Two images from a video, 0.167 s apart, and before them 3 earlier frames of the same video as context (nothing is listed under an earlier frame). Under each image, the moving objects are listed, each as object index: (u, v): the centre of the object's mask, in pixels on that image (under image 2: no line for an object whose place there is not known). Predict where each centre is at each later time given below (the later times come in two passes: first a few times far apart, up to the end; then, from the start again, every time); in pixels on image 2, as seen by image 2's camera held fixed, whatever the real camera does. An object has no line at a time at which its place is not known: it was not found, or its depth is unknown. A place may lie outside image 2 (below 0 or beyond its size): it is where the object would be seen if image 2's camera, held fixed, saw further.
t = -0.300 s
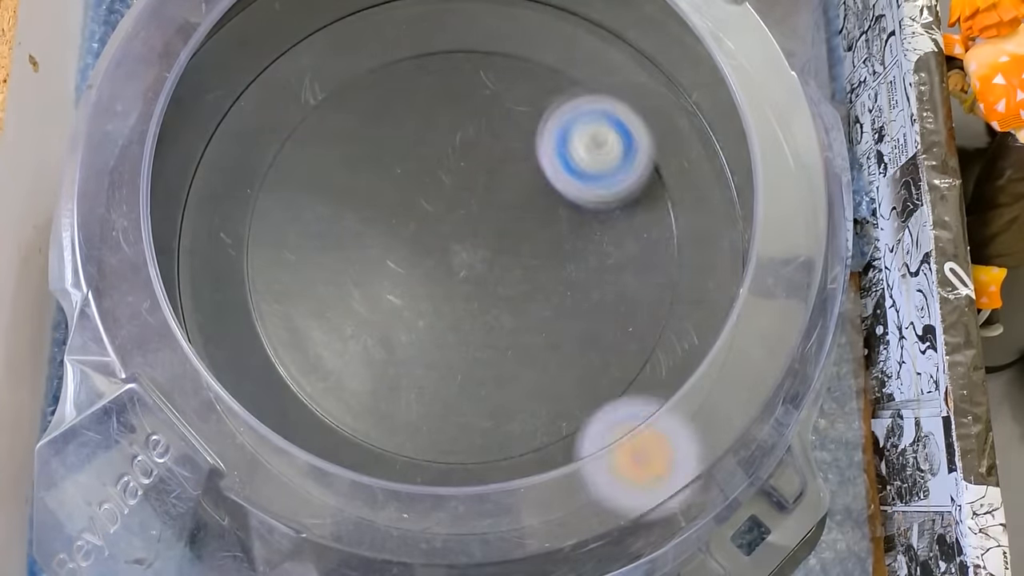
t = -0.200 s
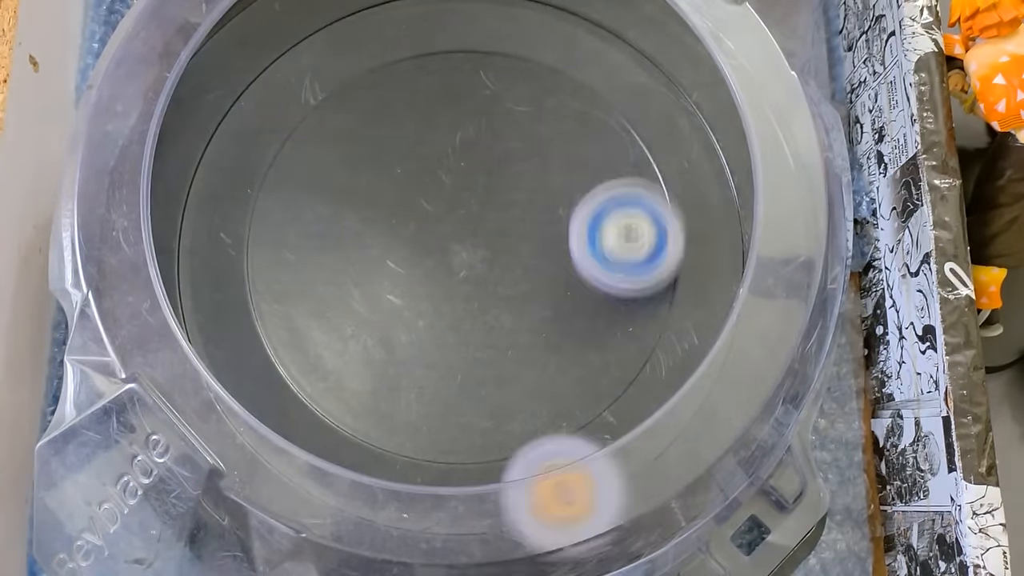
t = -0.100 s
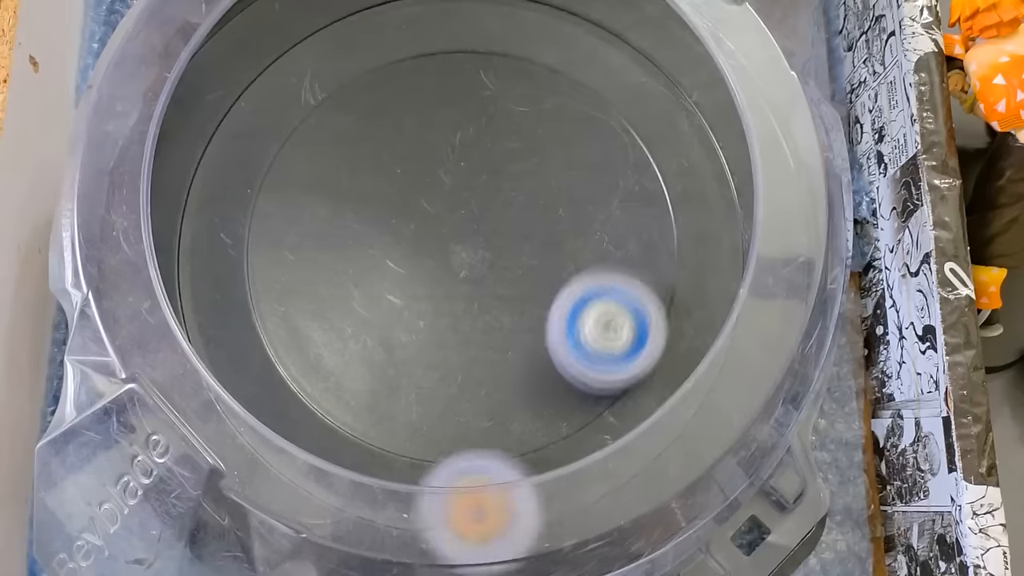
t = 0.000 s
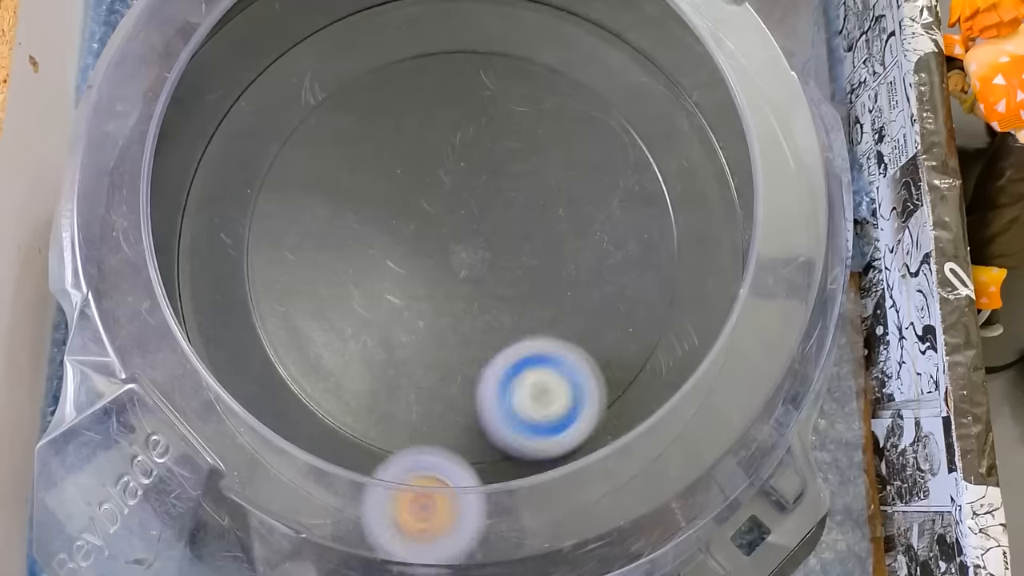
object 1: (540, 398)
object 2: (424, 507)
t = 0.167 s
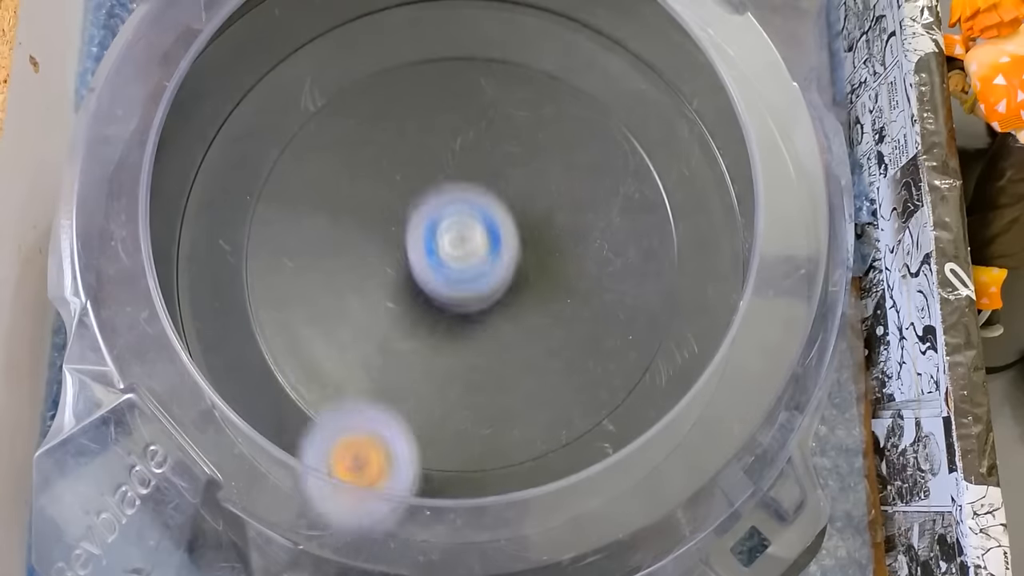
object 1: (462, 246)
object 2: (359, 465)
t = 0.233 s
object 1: (451, 173)
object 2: (342, 387)
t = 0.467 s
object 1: (547, 114)
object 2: (408, 82)
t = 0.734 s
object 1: (592, 277)
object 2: (590, 32)
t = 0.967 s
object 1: (419, 327)
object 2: (653, 71)
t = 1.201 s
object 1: (347, 184)
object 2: (626, 63)
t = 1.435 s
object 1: (471, 119)
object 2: (583, 70)
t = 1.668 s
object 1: (478, 275)
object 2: (605, 72)
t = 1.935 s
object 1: (320, 303)
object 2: (576, 205)
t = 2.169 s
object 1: (343, 198)
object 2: (390, 329)
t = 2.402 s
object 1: (499, 237)
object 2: (291, 159)
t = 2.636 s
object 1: (513, 376)
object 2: (454, 86)
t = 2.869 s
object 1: (397, 394)
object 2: (573, 272)
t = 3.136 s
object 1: (430, 227)
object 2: (379, 407)
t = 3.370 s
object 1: (577, 203)
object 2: (287, 256)
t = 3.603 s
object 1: (627, 303)
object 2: (472, 144)
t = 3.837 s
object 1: (484, 324)
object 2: (605, 276)
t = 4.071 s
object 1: (407, 192)
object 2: (499, 402)
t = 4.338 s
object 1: (498, 83)
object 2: (369, 238)
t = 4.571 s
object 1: (609, 171)
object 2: (438, 164)
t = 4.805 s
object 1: (562, 311)
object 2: (476, 204)
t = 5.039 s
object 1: (416, 365)
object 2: (411, 208)
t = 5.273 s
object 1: (310, 277)
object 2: (423, 167)
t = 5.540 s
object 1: (386, 158)
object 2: (462, 250)
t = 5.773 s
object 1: (523, 189)
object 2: (407, 297)
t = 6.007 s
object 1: (559, 312)
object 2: (387, 256)
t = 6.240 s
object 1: (458, 370)
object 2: (483, 258)
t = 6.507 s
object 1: (368, 269)
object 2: (503, 315)
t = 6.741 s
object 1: (451, 174)
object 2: (452, 281)
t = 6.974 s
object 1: (566, 165)
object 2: (491, 245)
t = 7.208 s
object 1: (623, 236)
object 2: (475, 278)
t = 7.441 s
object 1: (529, 301)
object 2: (412, 247)
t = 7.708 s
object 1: (433, 286)
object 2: (362, 161)
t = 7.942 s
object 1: (448, 214)
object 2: (381, 101)
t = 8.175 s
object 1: (517, 255)
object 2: (444, 143)
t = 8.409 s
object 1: (486, 351)
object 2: (460, 238)
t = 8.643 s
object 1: (417, 372)
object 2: (418, 246)
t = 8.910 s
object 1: (439, 319)
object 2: (418, 198)
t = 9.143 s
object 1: (518, 329)
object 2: (467, 148)
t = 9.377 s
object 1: (566, 317)
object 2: (510, 215)
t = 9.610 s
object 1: (624, 351)
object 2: (422, 246)
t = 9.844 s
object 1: (565, 323)
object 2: (397, 259)
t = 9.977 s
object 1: (519, 291)
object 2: (399, 265)
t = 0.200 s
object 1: (454, 205)
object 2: (352, 424)
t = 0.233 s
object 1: (451, 173)
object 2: (342, 387)
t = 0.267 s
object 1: (452, 147)
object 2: (336, 346)
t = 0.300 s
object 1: (458, 128)
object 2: (332, 297)
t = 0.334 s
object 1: (469, 116)
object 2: (334, 249)
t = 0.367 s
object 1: (484, 109)
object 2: (342, 200)
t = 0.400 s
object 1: (503, 106)
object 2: (358, 155)
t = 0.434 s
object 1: (525, 108)
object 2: (380, 115)
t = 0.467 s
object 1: (547, 114)
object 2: (408, 82)
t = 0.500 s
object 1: (567, 125)
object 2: (437, 55)
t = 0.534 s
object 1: (586, 139)
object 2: (469, 41)
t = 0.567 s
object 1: (601, 158)
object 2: (499, 33)
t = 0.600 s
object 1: (610, 179)
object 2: (521, 26)
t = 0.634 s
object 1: (613, 204)
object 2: (539, 20)
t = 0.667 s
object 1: (611, 229)
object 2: (557, 20)
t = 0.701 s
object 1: (604, 254)
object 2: (573, 26)
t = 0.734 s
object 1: (592, 277)
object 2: (590, 32)
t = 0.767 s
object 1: (574, 298)
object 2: (605, 38)
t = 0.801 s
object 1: (551, 315)
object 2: (617, 41)
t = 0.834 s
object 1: (527, 329)
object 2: (626, 43)
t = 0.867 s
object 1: (500, 336)
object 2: (635, 48)
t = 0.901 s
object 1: (472, 339)
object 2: (643, 57)
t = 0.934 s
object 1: (445, 336)
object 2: (650, 67)
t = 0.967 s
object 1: (419, 327)
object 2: (653, 71)
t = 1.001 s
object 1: (395, 313)
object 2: (653, 71)
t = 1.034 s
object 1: (376, 296)
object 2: (650, 70)
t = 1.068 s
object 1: (361, 275)
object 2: (646, 68)
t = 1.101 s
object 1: (350, 253)
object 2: (641, 66)
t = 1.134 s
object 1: (344, 231)
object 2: (636, 65)
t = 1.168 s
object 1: (343, 207)
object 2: (631, 64)
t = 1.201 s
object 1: (347, 184)
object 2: (626, 63)
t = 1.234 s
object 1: (353, 163)
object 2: (620, 63)
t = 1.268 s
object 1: (365, 143)
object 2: (614, 63)
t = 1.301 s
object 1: (382, 128)
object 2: (608, 63)
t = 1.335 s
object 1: (402, 118)
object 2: (602, 64)
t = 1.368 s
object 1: (424, 113)
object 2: (595, 65)
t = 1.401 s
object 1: (449, 113)
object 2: (589, 67)
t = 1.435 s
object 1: (471, 119)
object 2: (583, 70)
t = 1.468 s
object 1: (484, 137)
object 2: (591, 69)
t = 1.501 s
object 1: (490, 162)
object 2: (604, 67)
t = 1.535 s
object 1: (497, 186)
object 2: (610, 66)
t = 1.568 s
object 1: (499, 211)
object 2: (610, 67)
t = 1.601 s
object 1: (497, 234)
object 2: (609, 68)
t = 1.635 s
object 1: (490, 257)
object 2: (607, 70)
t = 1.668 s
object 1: (478, 275)
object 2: (605, 72)
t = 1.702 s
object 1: (462, 293)
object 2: (602, 74)
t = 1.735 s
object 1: (443, 306)
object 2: (598, 78)
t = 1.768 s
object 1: (423, 315)
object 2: (596, 85)
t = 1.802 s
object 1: (401, 320)
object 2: (594, 100)
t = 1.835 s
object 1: (378, 321)
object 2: (590, 121)
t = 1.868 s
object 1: (359, 319)
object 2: (586, 145)
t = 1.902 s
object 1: (338, 312)
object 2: (584, 173)
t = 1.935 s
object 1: (320, 303)
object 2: (576, 205)
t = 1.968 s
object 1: (305, 290)
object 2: (565, 238)
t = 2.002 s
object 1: (294, 273)
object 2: (549, 271)
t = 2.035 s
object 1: (290, 254)
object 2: (524, 299)
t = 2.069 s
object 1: (294, 237)
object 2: (494, 320)
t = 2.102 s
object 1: (305, 221)
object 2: (461, 331)
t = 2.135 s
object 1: (323, 207)
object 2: (423, 334)
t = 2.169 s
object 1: (343, 198)
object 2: (390, 329)
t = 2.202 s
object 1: (367, 191)
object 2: (360, 315)
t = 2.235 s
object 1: (390, 191)
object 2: (332, 295)
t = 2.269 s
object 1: (414, 192)
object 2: (313, 271)
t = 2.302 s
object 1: (439, 198)
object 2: (298, 244)
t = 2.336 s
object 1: (462, 207)
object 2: (289, 215)
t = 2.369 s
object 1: (481, 221)
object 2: (287, 188)
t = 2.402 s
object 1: (499, 237)
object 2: (291, 159)
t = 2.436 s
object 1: (512, 256)
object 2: (300, 136)
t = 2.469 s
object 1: (522, 274)
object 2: (316, 116)
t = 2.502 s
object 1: (528, 296)
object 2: (339, 97)
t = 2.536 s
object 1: (530, 318)
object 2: (363, 86)
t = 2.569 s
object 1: (528, 339)
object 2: (391, 81)
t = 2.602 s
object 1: (521, 358)
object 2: (424, 81)
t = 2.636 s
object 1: (513, 376)
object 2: (454, 86)
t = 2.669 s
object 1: (502, 391)
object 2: (483, 99)
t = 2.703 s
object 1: (489, 406)
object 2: (511, 119)
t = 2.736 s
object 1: (471, 416)
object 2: (537, 143)
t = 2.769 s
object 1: (451, 420)
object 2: (558, 173)
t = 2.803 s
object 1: (432, 417)
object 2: (571, 205)
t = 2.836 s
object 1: (413, 409)
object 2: (576, 239)
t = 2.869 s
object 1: (397, 394)
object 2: (573, 272)
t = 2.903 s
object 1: (386, 376)
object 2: (564, 305)
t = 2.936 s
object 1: (381, 353)
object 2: (549, 337)
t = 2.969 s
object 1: (378, 330)
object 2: (528, 361)
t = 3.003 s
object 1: (382, 309)
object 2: (503, 381)
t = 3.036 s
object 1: (389, 286)
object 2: (473, 396)
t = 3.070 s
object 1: (398, 265)
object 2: (442, 406)
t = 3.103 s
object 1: (413, 245)
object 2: (411, 409)
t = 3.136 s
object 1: (430, 227)
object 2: (379, 407)
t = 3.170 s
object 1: (450, 214)
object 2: (351, 398)
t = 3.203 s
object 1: (470, 203)
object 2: (327, 384)
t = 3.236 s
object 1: (494, 197)
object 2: (307, 365)
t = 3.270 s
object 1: (515, 192)
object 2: (293, 340)
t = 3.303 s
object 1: (539, 193)
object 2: (284, 314)
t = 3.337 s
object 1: (560, 197)
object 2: (281, 285)
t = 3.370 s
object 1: (577, 203)
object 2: (287, 256)
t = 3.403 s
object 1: (595, 210)
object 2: (299, 229)
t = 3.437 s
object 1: (611, 222)
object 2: (319, 201)
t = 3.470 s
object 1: (624, 235)
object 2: (345, 178)
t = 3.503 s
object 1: (633, 249)
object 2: (374, 160)
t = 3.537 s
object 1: (638, 266)
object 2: (405, 149)
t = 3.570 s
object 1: (636, 285)
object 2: (438, 143)
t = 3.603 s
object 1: (627, 303)
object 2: (472, 144)
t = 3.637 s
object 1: (614, 317)
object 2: (505, 151)
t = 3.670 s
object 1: (597, 329)
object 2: (532, 162)
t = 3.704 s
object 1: (576, 336)
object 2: (556, 177)
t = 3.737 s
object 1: (553, 339)
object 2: (574, 199)
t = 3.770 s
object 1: (529, 338)
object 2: (588, 222)
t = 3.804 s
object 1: (506, 333)
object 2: (598, 247)
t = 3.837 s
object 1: (484, 324)
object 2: (605, 276)
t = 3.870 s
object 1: (463, 313)
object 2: (606, 306)
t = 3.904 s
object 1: (444, 298)
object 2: (601, 331)
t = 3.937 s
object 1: (429, 279)
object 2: (591, 354)
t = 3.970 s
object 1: (417, 258)
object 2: (573, 376)
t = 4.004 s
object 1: (410, 238)
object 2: (552, 391)
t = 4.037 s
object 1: (407, 215)
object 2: (527, 400)
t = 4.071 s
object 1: (407, 192)
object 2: (499, 402)
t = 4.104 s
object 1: (411, 173)
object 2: (469, 400)
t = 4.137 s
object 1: (418, 152)
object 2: (441, 390)
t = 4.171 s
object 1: (426, 134)
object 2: (414, 374)
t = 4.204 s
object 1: (438, 119)
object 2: (392, 351)
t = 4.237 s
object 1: (450, 105)
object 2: (375, 324)
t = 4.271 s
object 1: (464, 93)
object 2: (365, 295)
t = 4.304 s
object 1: (480, 86)
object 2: (363, 267)
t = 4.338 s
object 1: (498, 83)
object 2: (369, 238)
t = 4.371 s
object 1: (513, 86)
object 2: (379, 212)
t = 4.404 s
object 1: (529, 95)
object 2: (394, 190)
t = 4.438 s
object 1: (541, 108)
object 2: (413, 171)
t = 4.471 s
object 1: (550, 125)
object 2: (435, 157)
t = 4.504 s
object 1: (567, 141)
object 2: (444, 151)
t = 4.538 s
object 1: (593, 154)
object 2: (438, 156)
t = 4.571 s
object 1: (609, 171)
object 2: (438, 164)
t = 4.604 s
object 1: (616, 191)
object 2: (441, 170)
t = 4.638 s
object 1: (615, 213)
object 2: (446, 176)
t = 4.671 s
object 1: (612, 234)
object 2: (454, 180)
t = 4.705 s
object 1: (604, 255)
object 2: (460, 182)
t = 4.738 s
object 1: (593, 274)
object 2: (467, 187)
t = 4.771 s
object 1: (578, 295)
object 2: (473, 194)
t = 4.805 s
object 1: (562, 311)
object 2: (476, 204)
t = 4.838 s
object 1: (544, 325)
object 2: (477, 216)
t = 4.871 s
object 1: (523, 337)
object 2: (474, 228)
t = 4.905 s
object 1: (500, 346)
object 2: (467, 238)
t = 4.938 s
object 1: (481, 357)
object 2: (452, 237)
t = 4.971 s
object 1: (460, 365)
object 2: (434, 228)
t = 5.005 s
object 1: (438, 368)
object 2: (420, 218)
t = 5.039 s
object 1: (416, 365)
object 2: (411, 208)
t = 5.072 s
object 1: (394, 360)
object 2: (406, 198)
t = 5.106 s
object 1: (373, 353)
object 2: (405, 190)
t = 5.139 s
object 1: (356, 342)
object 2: (406, 183)
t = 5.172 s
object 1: (339, 328)
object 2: (408, 176)
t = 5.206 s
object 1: (326, 312)
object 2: (412, 170)
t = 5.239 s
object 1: (316, 295)
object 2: (417, 168)
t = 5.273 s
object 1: (310, 277)
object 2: (423, 167)
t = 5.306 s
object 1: (307, 258)
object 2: (431, 167)
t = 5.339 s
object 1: (308, 239)
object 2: (440, 171)
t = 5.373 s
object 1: (314, 220)
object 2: (449, 178)
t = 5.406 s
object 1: (322, 203)
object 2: (456, 188)
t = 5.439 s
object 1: (335, 188)
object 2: (462, 202)
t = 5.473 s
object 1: (351, 175)
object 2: (466, 217)
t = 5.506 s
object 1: (366, 165)
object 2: (466, 234)
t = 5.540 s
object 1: (386, 158)
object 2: (462, 250)
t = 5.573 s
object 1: (406, 153)
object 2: (458, 264)
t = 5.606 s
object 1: (426, 154)
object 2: (448, 277)
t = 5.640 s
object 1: (448, 156)
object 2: (440, 286)
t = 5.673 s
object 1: (468, 160)
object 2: (432, 293)
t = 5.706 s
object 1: (488, 167)
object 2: (422, 296)
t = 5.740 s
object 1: (507, 177)
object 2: (414, 298)
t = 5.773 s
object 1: (523, 189)
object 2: (407, 297)
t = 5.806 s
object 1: (537, 205)
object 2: (400, 293)
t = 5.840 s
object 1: (549, 220)
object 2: (392, 290)
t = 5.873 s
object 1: (557, 237)
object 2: (385, 284)
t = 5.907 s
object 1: (563, 256)
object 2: (381, 279)
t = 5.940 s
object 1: (565, 274)
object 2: (380, 271)
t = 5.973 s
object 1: (563, 293)
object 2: (382, 264)
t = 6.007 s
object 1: (559, 312)
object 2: (387, 256)
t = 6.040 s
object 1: (554, 328)
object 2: (397, 249)
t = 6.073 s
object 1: (543, 342)
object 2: (410, 243)
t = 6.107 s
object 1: (529, 355)
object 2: (425, 240)
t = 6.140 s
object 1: (514, 363)
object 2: (439, 241)
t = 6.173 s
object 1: (495, 369)
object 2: (456, 244)
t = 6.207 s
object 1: (476, 371)
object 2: (470, 250)
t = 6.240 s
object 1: (458, 370)
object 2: (483, 258)
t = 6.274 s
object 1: (440, 364)
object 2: (493, 266)
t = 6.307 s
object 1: (421, 360)
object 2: (504, 272)
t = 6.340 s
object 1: (405, 351)
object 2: (509, 278)
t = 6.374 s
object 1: (390, 339)
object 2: (513, 285)
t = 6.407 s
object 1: (378, 322)
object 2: (514, 293)
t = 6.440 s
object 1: (371, 306)
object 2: (514, 301)
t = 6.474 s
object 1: (367, 289)
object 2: (510, 307)
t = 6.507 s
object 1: (368, 269)
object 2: (503, 315)
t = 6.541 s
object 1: (371, 250)
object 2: (496, 319)
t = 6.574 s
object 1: (377, 233)
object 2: (488, 320)
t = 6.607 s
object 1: (388, 216)
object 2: (479, 319)
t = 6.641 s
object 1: (401, 202)
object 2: (469, 313)
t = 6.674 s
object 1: (416, 191)
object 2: (461, 306)
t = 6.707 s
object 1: (434, 182)
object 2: (454, 293)
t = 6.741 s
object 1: (451, 174)
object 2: (452, 281)
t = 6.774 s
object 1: (466, 163)
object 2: (454, 275)
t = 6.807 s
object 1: (482, 157)
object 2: (457, 269)
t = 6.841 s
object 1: (501, 154)
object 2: (461, 263)
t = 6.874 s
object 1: (519, 153)
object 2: (467, 257)
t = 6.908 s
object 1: (535, 155)
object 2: (475, 252)
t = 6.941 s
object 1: (551, 159)
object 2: (483, 248)
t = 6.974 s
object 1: (566, 165)
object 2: (491, 245)
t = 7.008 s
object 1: (584, 166)
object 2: (492, 254)
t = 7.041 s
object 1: (598, 170)
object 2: (492, 261)
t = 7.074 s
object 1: (609, 179)
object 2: (491, 266)
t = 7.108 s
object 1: (618, 190)
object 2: (488, 271)
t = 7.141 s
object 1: (624, 204)
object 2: (484, 275)
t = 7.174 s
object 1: (626, 219)
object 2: (480, 277)
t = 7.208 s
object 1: (623, 236)
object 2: (475, 278)
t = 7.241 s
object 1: (615, 250)
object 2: (468, 278)
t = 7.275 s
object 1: (604, 263)
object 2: (462, 276)
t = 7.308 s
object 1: (589, 275)
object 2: (456, 273)
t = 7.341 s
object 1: (572, 285)
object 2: (452, 267)
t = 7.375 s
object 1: (555, 293)
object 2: (447, 260)
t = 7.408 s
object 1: (543, 299)
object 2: (428, 254)
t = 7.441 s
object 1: (529, 301)
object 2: (412, 247)
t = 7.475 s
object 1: (512, 302)
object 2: (400, 240)
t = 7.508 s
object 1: (493, 301)
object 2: (394, 231)
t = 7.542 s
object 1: (478, 299)
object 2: (388, 221)
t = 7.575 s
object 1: (476, 303)
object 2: (375, 203)
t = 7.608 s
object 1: (470, 303)
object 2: (367, 190)
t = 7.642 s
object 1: (459, 300)
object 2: (363, 179)
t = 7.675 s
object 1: (446, 295)
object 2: (362, 170)
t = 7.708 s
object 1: (433, 286)
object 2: (362, 161)
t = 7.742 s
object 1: (423, 275)
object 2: (363, 153)
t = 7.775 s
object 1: (417, 263)
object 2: (366, 145)
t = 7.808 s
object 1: (413, 247)
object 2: (370, 138)
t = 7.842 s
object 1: (416, 235)
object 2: (372, 129)
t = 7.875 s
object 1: (425, 229)
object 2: (372, 115)
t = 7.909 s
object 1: (436, 220)
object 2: (376, 106)
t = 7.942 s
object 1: (448, 214)
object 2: (381, 101)
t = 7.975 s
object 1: (461, 211)
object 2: (388, 99)
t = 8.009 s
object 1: (474, 212)
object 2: (395, 99)
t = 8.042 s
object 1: (488, 215)
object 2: (404, 102)
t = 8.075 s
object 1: (499, 222)
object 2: (414, 108)
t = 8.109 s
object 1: (508, 231)
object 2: (424, 117)
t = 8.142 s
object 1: (515, 243)
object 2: (434, 129)
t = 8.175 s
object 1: (517, 255)
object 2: (444, 143)
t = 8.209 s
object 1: (516, 268)
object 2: (455, 161)
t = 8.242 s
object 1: (512, 280)
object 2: (464, 178)
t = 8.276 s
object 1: (510, 297)
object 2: (468, 193)
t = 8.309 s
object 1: (507, 314)
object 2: (468, 206)
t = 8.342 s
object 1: (501, 327)
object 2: (468, 220)
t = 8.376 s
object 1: (493, 338)
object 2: (467, 234)
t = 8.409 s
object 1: (486, 351)
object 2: (460, 238)
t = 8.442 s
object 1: (480, 367)
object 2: (452, 236)
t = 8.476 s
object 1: (471, 376)
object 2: (444, 237)
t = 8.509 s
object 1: (461, 383)
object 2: (438, 240)
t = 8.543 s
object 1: (449, 387)
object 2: (432, 242)
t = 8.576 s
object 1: (437, 386)
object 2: (426, 244)
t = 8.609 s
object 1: (426, 381)
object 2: (422, 245)
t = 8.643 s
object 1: (417, 372)
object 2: (418, 246)
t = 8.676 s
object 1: (409, 361)
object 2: (415, 246)
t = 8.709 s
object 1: (406, 354)
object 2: (412, 241)
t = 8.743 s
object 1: (405, 349)
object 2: (411, 234)
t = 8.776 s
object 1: (405, 342)
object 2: (410, 230)
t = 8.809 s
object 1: (409, 336)
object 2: (410, 224)
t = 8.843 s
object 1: (416, 328)
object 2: (413, 218)
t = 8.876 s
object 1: (426, 321)
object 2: (418, 212)
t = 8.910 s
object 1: (439, 319)
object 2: (418, 198)
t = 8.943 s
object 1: (455, 322)
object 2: (421, 178)
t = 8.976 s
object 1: (468, 323)
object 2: (427, 167)
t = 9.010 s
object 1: (477, 325)
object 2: (432, 160)
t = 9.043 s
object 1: (488, 327)
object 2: (440, 154)
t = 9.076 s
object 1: (498, 327)
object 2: (449, 150)
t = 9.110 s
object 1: (508, 328)
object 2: (458, 148)
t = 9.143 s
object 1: (518, 329)
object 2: (467, 148)
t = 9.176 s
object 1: (528, 329)
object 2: (477, 150)
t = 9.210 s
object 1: (535, 328)
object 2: (484, 155)
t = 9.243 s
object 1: (544, 326)
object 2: (492, 162)
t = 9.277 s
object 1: (551, 325)
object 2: (500, 172)
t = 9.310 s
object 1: (558, 323)
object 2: (505, 185)
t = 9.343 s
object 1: (563, 320)
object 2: (509, 199)
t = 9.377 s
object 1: (566, 317)
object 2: (510, 215)
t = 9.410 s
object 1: (576, 317)
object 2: (501, 224)
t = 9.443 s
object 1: (595, 327)
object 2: (479, 222)
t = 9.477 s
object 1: (607, 334)
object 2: (460, 226)
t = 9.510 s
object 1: (614, 340)
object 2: (447, 232)
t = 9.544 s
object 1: (618, 344)
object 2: (436, 237)
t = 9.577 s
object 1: (623, 347)
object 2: (430, 241)
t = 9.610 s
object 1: (624, 351)
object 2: (422, 246)
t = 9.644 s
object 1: (624, 354)
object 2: (417, 249)
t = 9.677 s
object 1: (619, 354)
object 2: (410, 250)
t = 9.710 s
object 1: (612, 351)
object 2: (408, 252)
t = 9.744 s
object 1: (601, 347)
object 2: (403, 254)
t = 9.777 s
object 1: (589, 339)
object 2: (399, 256)
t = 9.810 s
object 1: (577, 331)
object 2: (397, 257)
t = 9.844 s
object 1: (565, 323)
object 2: (397, 259)
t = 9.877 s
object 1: (552, 315)
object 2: (397, 261)
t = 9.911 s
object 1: (540, 307)
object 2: (397, 261)
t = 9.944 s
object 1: (528, 299)
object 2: (401, 262)
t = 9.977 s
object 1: (519, 291)
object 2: (399, 265)
